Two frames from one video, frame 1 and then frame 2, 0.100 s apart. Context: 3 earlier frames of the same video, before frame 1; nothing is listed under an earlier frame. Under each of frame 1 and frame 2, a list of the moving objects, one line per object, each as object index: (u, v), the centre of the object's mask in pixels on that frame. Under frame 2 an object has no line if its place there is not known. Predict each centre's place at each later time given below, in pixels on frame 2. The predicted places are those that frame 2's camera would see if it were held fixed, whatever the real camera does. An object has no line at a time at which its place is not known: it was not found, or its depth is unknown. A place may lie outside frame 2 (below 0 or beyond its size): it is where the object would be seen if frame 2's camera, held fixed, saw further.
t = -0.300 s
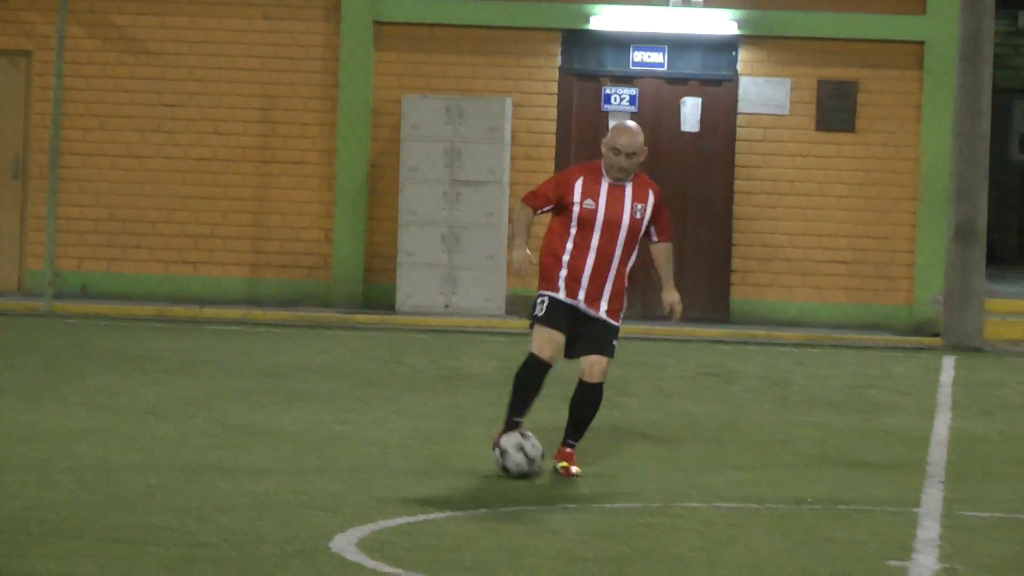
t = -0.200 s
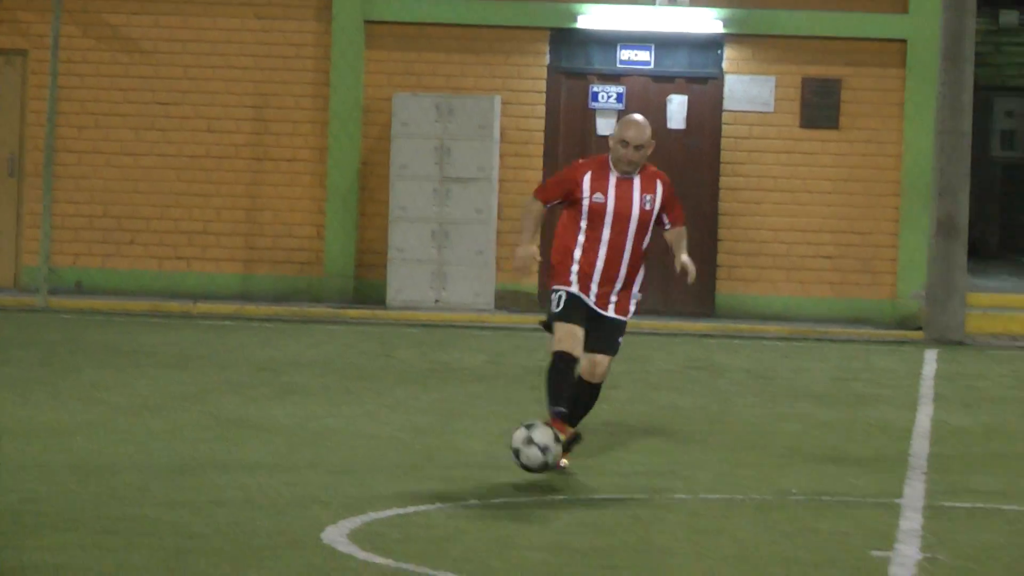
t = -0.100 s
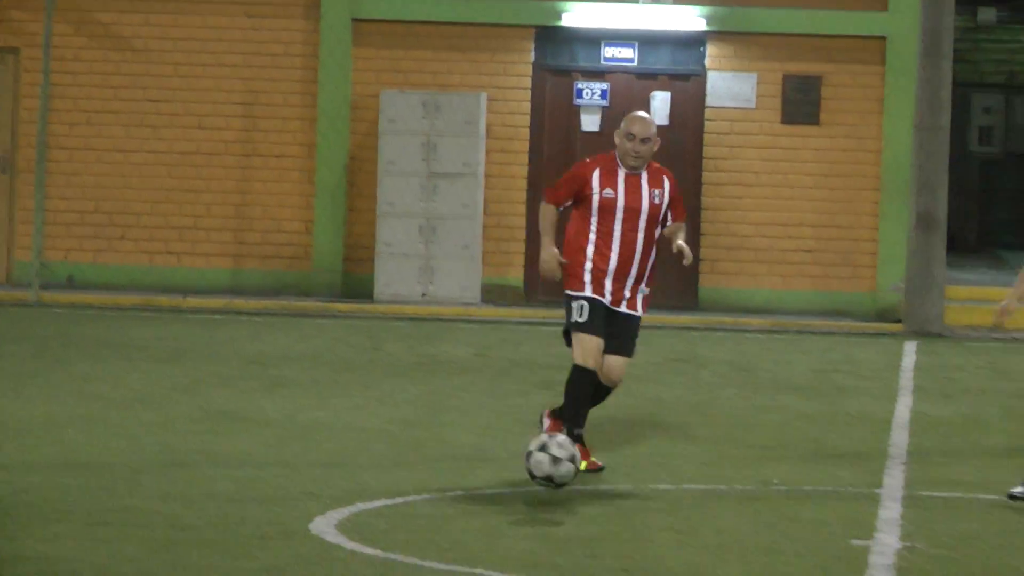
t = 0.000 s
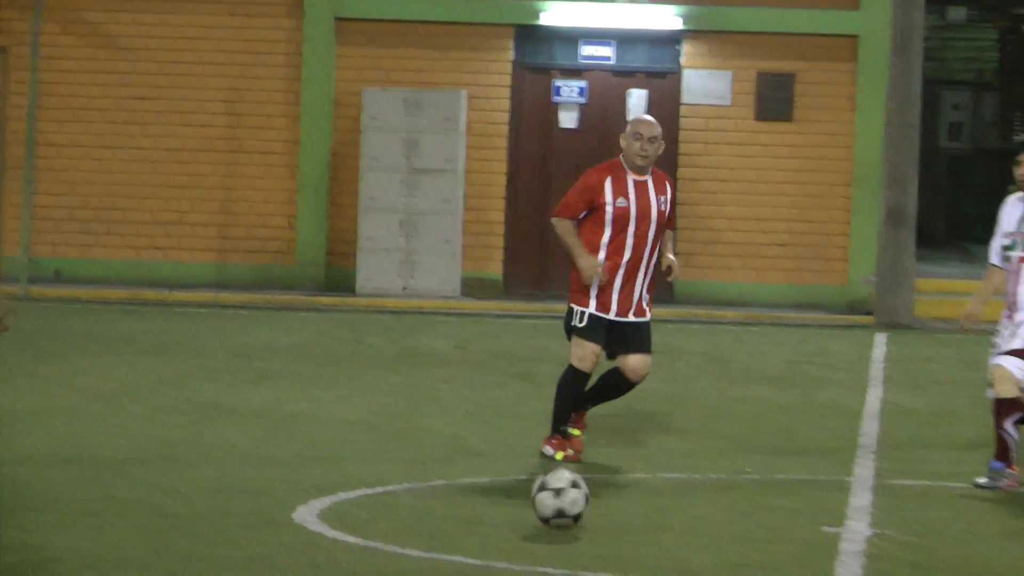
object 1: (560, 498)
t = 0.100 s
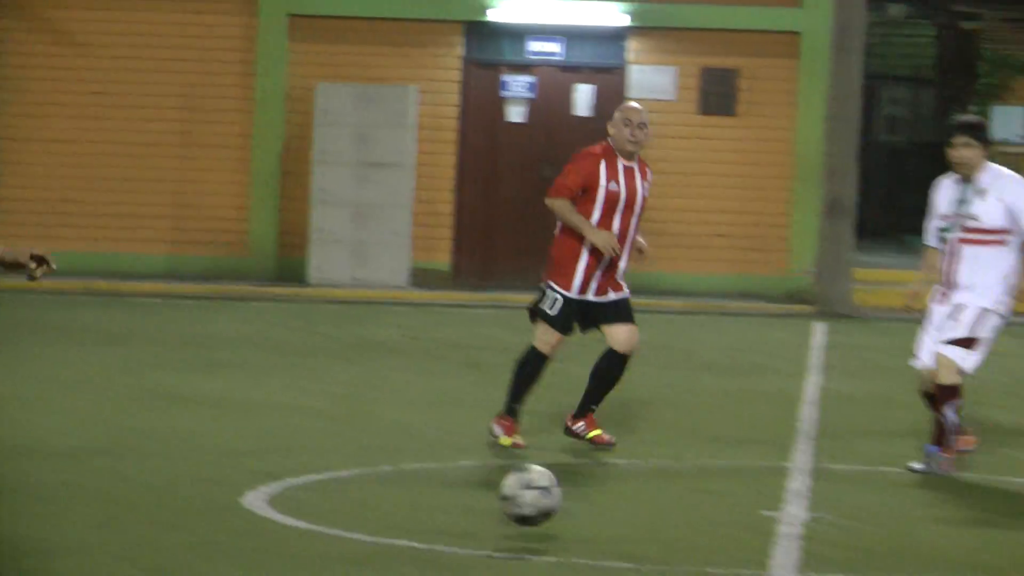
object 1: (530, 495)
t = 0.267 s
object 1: (575, 548)
